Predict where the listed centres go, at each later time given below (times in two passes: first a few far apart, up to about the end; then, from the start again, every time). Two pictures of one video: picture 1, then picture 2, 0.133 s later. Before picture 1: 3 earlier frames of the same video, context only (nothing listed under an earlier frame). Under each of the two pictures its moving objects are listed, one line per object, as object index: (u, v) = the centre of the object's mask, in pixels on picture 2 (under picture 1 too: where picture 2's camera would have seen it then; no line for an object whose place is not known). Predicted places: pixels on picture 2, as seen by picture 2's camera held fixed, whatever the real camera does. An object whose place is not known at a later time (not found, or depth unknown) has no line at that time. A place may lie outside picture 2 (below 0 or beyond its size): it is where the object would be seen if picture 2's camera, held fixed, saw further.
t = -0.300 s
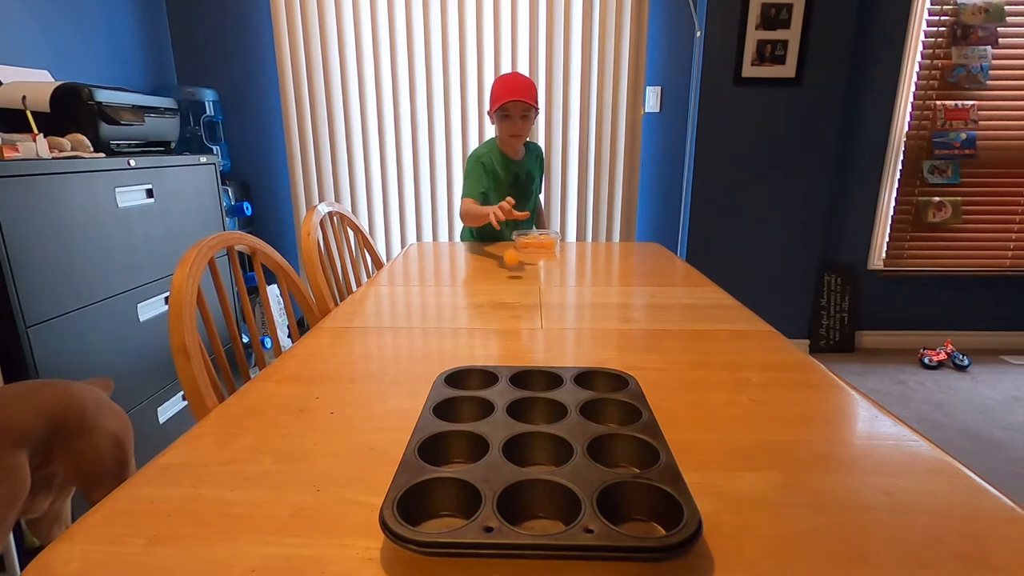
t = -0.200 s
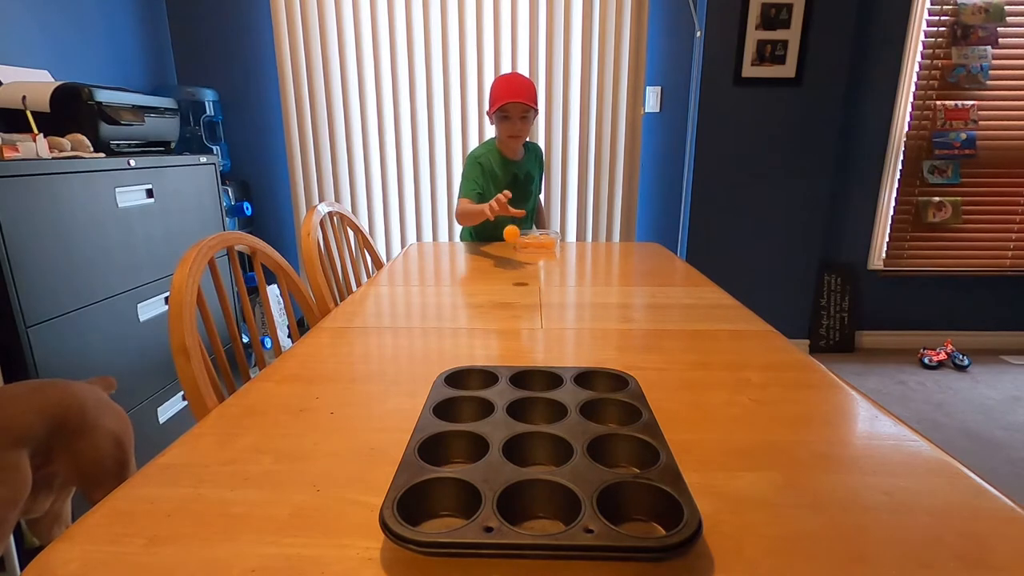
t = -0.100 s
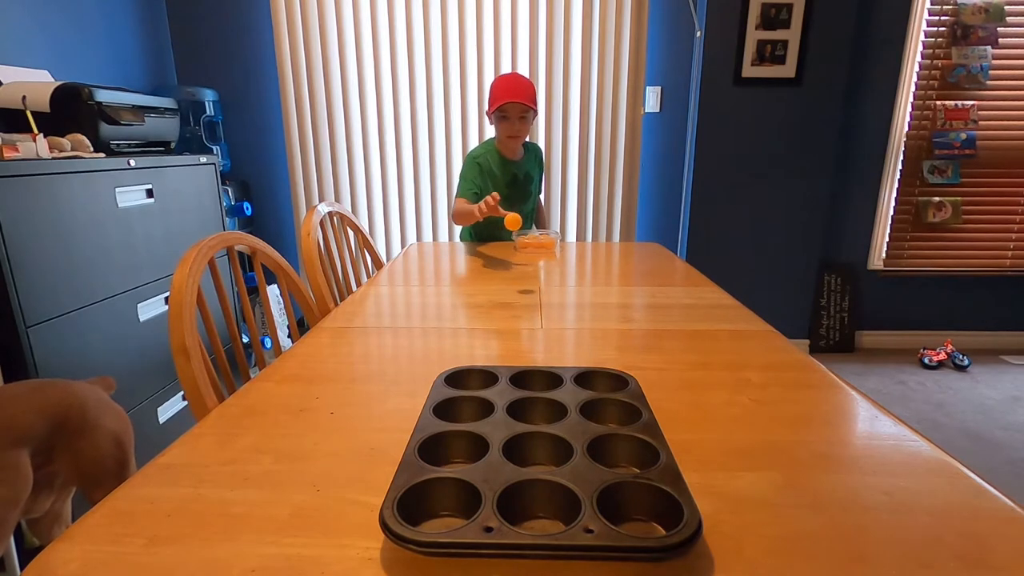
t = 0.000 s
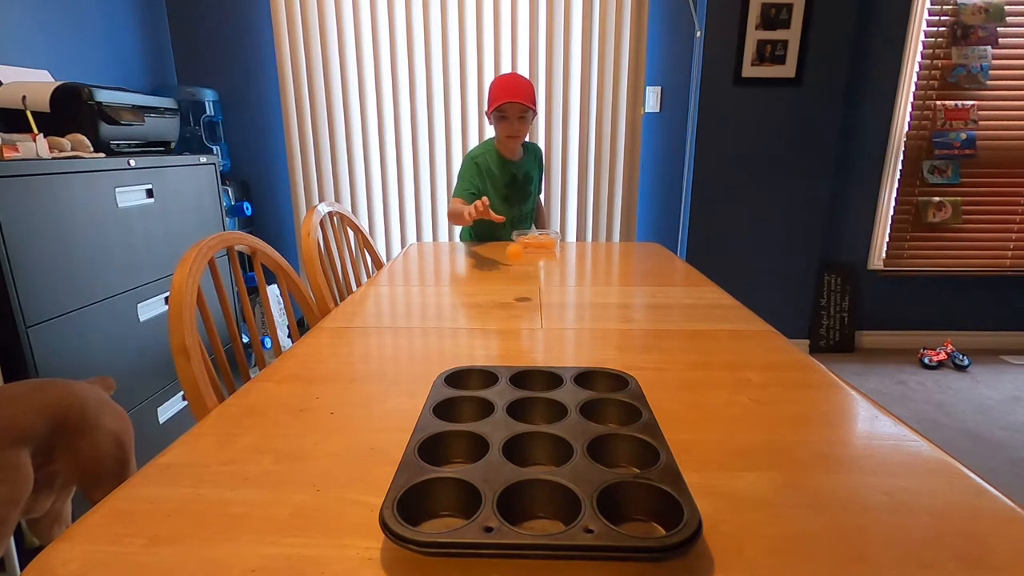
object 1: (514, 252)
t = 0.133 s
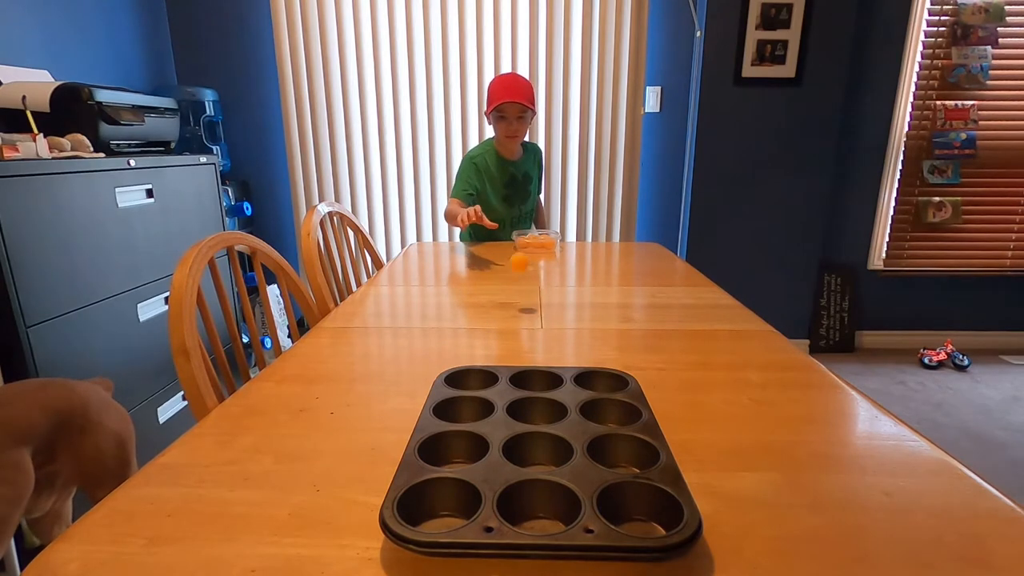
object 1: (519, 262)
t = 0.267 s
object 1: (526, 263)
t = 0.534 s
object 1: (540, 302)
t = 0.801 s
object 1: (559, 347)
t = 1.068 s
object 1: (577, 343)
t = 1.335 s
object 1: (592, 340)
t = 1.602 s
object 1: (604, 335)
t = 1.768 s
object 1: (613, 332)
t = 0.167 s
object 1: (520, 254)
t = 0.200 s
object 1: (521, 252)
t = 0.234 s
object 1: (523, 254)
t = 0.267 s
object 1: (526, 263)
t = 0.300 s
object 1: (528, 278)
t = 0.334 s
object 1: (530, 300)
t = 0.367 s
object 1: (531, 315)
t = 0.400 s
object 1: (533, 301)
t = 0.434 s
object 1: (535, 292)
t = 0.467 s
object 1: (536, 289)
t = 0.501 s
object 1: (538, 292)
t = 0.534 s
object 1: (540, 302)
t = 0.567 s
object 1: (541, 319)
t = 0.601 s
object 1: (543, 343)
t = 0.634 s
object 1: (546, 335)
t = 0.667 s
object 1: (548, 327)
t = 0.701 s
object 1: (551, 325)
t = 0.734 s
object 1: (554, 331)
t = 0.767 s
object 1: (557, 344)
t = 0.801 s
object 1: (559, 347)
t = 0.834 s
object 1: (561, 340)
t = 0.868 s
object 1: (563, 339)
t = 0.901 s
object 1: (565, 346)
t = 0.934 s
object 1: (567, 351)
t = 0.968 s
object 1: (570, 339)
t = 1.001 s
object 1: (573, 334)
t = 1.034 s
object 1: (575, 335)
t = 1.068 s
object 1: (577, 343)
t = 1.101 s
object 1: (580, 342)
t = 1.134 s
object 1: (582, 335)
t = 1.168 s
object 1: (584, 334)
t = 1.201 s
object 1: (585, 339)
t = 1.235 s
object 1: (587, 342)
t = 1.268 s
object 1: (589, 336)
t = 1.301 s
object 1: (591, 335)
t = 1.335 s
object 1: (592, 340)
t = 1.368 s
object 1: (594, 338)
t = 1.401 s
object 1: (595, 335)
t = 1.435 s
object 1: (597, 338)
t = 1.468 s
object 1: (599, 338)
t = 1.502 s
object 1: (600, 335)
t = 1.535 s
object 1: (601, 338)
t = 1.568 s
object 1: (603, 335)
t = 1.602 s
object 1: (604, 335)
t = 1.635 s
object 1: (606, 335)
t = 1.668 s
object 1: (608, 334)
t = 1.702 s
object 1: (610, 334)
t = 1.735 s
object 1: (612, 333)
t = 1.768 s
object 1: (613, 332)
